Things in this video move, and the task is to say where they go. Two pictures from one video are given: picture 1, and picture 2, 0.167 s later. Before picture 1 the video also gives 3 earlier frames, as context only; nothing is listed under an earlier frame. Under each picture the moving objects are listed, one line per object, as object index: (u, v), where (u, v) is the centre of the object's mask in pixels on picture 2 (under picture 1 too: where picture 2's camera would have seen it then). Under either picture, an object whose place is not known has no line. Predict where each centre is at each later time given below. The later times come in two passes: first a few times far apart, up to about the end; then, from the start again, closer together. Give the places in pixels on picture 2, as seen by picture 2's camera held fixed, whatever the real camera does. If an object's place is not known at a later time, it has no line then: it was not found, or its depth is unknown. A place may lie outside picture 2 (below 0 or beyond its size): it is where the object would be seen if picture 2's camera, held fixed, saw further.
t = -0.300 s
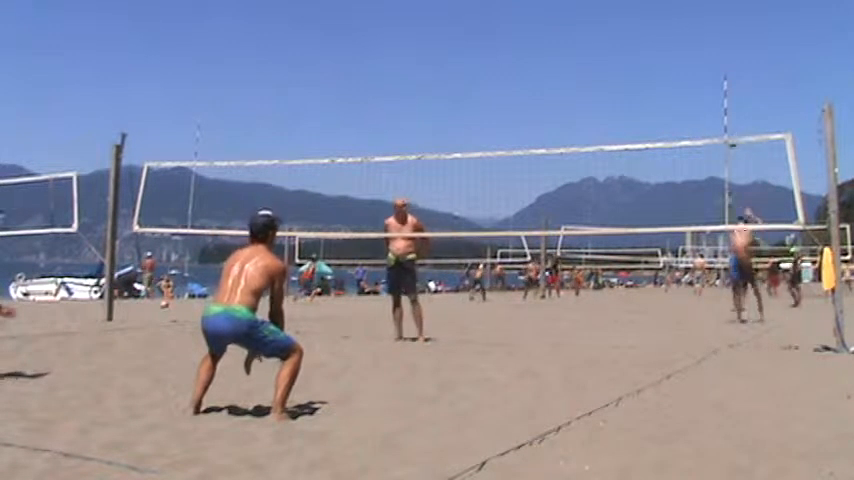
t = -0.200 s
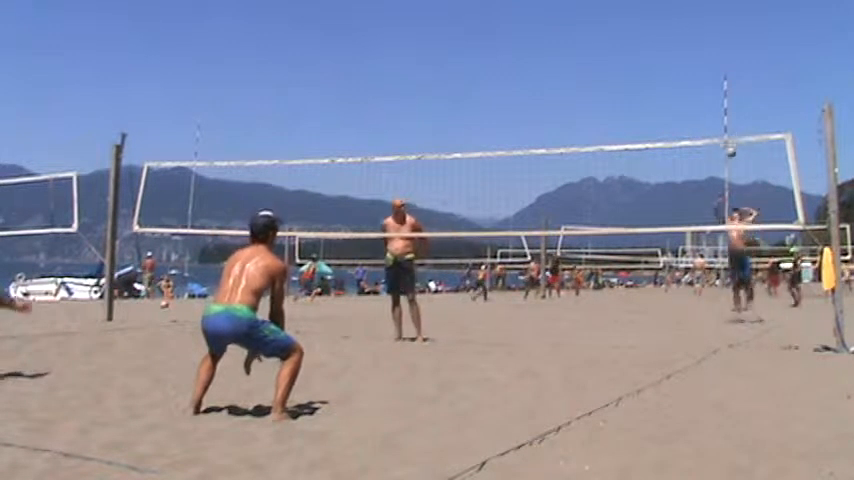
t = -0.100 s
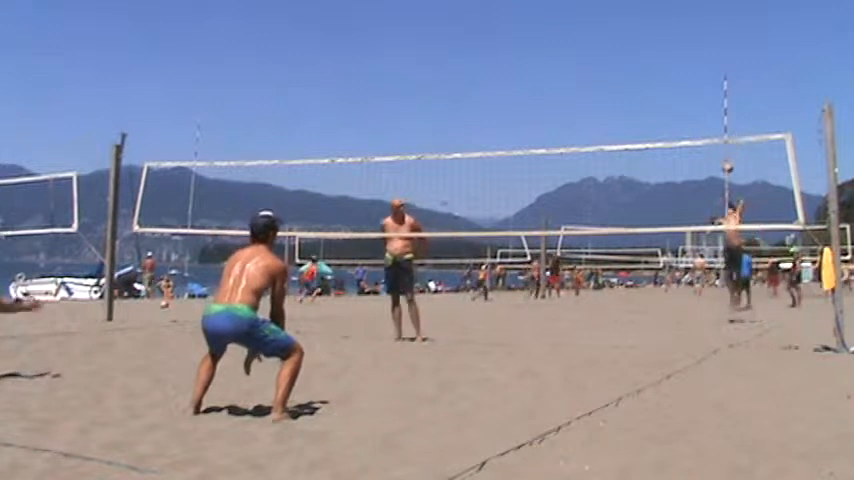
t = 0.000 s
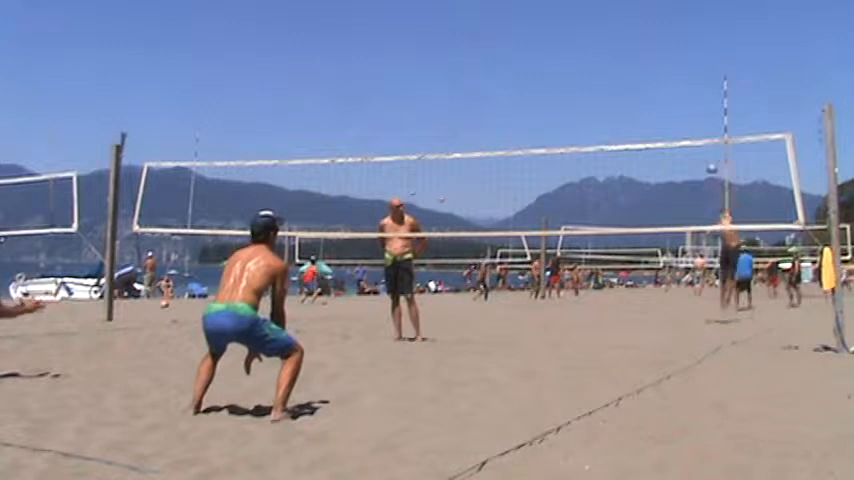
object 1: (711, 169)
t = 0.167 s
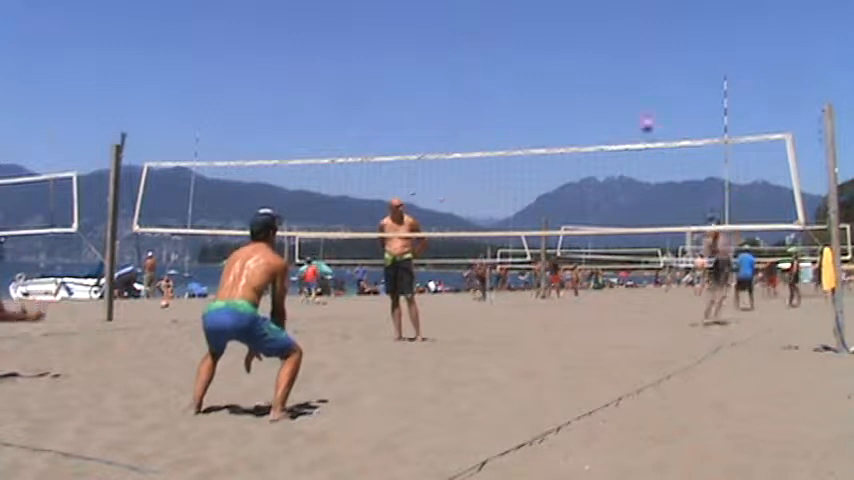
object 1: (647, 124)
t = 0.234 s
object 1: (617, 112)
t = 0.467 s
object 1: (495, 85)
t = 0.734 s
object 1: (309, 102)
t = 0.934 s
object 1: (135, 167)
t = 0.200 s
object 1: (631, 118)
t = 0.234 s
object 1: (617, 112)
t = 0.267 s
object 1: (600, 105)
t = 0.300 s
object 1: (585, 101)
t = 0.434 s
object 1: (515, 87)
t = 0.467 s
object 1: (495, 85)
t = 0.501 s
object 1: (475, 84)
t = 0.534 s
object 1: (454, 83)
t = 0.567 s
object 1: (432, 84)
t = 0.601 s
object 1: (409, 85)
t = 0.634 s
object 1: (385, 87)
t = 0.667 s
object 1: (361, 91)
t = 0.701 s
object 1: (335, 96)
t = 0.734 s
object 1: (309, 102)
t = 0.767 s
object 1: (281, 109)
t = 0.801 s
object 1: (254, 117)
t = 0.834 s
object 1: (225, 128)
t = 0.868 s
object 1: (196, 140)
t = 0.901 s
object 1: (166, 153)
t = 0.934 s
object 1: (135, 167)
